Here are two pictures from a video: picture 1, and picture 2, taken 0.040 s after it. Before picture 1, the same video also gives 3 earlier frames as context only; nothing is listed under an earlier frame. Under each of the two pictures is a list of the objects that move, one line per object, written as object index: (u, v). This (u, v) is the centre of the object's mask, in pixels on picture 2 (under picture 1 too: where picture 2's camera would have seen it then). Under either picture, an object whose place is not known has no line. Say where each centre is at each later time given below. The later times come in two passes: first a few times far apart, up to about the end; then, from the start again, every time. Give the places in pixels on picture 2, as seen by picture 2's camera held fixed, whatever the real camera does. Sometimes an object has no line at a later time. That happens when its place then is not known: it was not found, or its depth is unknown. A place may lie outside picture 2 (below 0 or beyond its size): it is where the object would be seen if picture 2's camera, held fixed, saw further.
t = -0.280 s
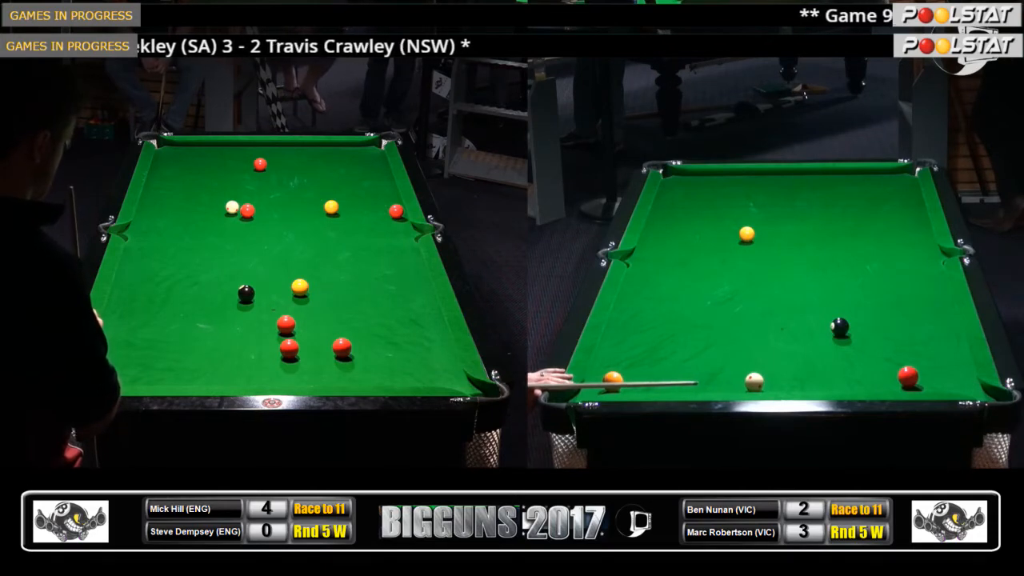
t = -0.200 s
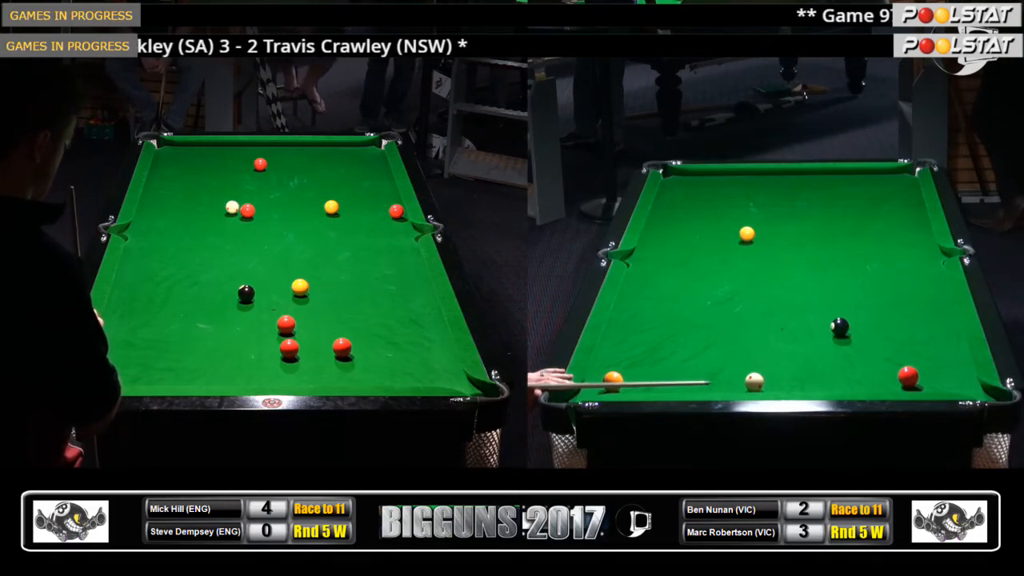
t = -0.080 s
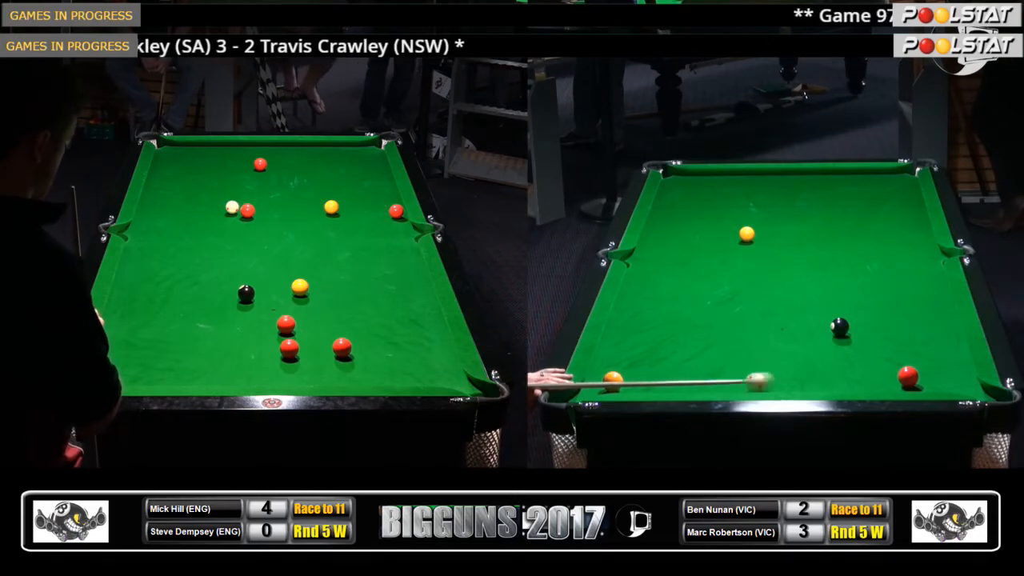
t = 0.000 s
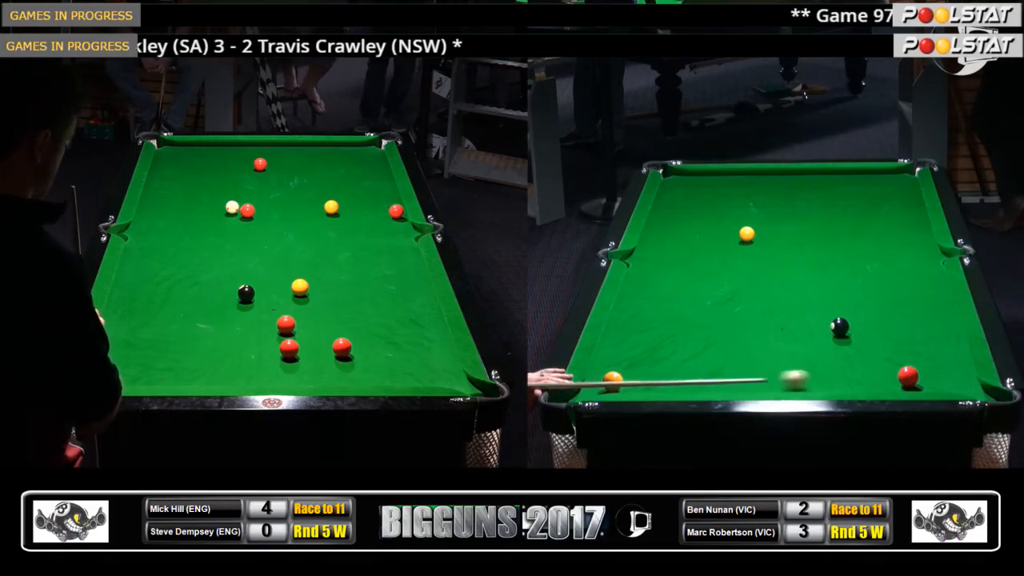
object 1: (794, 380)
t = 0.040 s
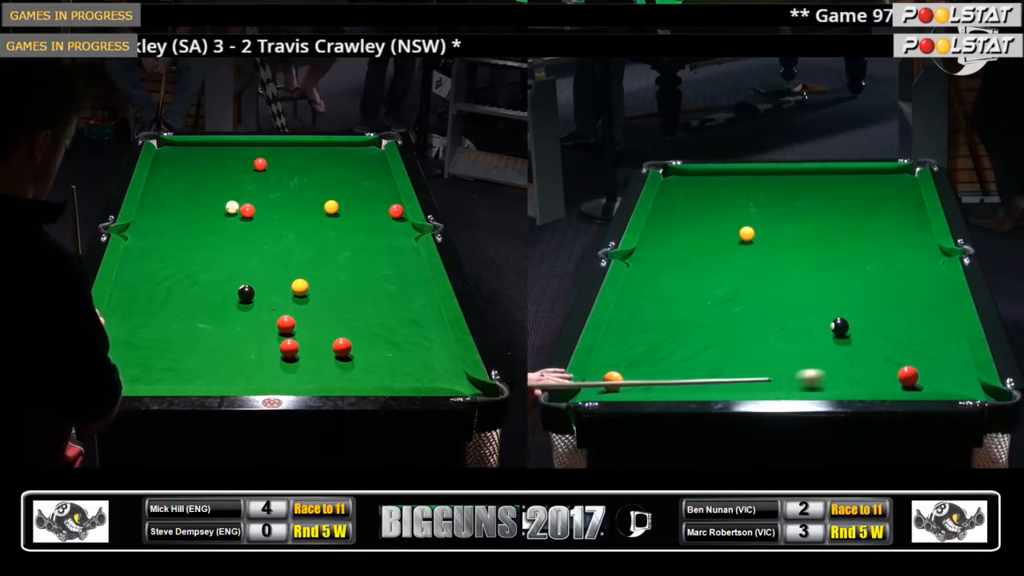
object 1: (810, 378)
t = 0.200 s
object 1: (871, 373)
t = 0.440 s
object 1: (917, 359)
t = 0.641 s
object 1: (945, 346)
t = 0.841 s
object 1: (944, 335)
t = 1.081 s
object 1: (921, 326)
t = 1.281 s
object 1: (904, 318)
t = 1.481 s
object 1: (889, 311)
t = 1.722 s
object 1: (873, 303)
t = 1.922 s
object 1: (862, 298)
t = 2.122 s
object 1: (852, 293)
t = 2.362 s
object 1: (841, 287)
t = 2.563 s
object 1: (834, 283)
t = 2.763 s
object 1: (827, 280)
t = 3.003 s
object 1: (820, 276)
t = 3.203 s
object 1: (816, 274)
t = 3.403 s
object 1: (812, 272)
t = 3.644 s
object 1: (809, 270)
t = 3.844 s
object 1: (807, 269)
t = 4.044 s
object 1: (807, 268)
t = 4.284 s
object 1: (806, 268)
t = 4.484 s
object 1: (806, 268)
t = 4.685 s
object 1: (806, 268)
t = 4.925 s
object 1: (806, 268)
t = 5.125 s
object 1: (806, 268)
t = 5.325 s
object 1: (806, 268)
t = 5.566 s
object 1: (806, 268)
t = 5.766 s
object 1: (806, 268)
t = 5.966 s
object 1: (806, 268)
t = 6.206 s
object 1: (806, 268)
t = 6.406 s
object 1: (806, 268)
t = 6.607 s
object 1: (806, 268)
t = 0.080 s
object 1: (826, 378)
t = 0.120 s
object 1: (841, 376)
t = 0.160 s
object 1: (856, 376)
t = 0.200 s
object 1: (871, 373)
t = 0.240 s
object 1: (885, 373)
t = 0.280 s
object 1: (894, 371)
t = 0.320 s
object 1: (899, 367)
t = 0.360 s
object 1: (905, 364)
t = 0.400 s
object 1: (911, 362)
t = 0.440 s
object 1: (917, 359)
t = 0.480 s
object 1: (923, 356)
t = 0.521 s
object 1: (928, 354)
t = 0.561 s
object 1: (934, 351)
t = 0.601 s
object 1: (939, 348)
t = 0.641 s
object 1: (945, 346)
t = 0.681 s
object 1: (950, 343)
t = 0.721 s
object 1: (955, 341)
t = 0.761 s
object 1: (952, 339)
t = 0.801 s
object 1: (947, 337)
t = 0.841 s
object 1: (944, 335)
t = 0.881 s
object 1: (940, 334)
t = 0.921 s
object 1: (936, 332)
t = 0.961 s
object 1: (932, 330)
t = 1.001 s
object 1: (928, 329)
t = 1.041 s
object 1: (925, 327)
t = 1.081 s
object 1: (921, 326)
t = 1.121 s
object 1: (918, 324)
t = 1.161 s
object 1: (914, 322)
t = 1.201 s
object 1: (911, 321)
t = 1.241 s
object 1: (907, 319)
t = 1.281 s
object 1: (904, 318)
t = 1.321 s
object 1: (901, 317)
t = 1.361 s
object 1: (898, 315)
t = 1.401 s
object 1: (895, 314)
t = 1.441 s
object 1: (892, 312)
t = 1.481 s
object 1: (889, 311)
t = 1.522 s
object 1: (886, 310)
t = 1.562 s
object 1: (883, 309)
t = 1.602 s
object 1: (881, 307)
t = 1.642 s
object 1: (878, 306)
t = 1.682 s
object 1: (876, 305)
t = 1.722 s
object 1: (873, 303)
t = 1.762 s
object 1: (871, 302)
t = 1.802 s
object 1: (868, 301)
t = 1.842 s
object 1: (866, 300)
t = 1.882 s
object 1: (864, 299)
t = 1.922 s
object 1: (862, 298)
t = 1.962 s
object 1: (859, 297)
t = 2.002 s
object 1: (857, 296)
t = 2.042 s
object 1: (856, 295)
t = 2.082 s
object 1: (853, 294)
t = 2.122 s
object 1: (852, 293)
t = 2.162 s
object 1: (850, 292)
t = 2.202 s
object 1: (848, 291)
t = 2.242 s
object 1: (846, 290)
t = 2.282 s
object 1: (845, 289)
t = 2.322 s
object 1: (843, 288)
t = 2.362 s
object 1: (841, 287)
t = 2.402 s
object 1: (840, 286)
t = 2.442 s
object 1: (838, 286)
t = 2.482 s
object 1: (837, 285)
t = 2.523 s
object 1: (835, 284)
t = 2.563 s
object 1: (834, 283)
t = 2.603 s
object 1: (832, 282)
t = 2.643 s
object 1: (831, 282)
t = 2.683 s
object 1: (830, 281)
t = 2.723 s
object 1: (828, 280)
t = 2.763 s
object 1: (827, 280)
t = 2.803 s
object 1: (826, 279)
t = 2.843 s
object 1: (825, 278)
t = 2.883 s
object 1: (824, 278)
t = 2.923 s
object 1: (822, 277)
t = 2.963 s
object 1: (821, 277)
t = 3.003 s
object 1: (820, 276)
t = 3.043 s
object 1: (819, 276)
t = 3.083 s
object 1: (818, 275)
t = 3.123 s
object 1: (818, 275)
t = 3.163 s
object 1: (817, 274)
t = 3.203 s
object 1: (816, 274)
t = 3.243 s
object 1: (815, 273)
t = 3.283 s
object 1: (814, 273)
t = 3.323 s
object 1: (814, 272)
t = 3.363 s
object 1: (813, 272)
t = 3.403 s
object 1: (812, 272)
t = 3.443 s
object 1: (812, 271)
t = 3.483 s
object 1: (811, 271)
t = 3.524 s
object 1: (811, 271)
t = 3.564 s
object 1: (810, 270)
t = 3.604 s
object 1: (810, 270)
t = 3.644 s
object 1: (809, 270)
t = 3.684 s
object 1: (809, 270)
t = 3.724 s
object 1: (808, 269)
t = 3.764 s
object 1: (808, 269)
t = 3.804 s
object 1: (808, 269)
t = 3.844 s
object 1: (807, 269)
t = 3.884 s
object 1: (807, 269)
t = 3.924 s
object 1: (807, 269)
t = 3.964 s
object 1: (807, 268)
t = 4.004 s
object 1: (807, 268)
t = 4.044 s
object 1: (807, 268)
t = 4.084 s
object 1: (806, 268)
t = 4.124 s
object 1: (806, 268)
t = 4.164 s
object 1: (806, 268)
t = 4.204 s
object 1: (806, 268)
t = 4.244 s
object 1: (806, 268)
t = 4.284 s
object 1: (806, 268)
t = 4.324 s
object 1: (806, 268)
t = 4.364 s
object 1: (806, 268)
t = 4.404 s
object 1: (806, 268)
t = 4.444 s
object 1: (806, 268)
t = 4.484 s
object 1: (806, 268)
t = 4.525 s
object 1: (806, 268)
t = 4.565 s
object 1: (806, 268)
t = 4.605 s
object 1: (806, 268)
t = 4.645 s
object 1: (806, 268)
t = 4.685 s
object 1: (806, 268)
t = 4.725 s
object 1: (806, 268)
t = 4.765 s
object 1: (806, 268)
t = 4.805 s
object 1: (806, 268)
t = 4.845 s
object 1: (806, 268)
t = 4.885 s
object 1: (806, 268)
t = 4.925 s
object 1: (806, 268)
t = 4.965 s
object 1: (806, 268)
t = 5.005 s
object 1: (806, 268)
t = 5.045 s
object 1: (806, 268)
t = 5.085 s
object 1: (806, 268)
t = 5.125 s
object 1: (806, 268)
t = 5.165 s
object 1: (806, 268)
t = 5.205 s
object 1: (806, 268)
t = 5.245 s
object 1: (806, 268)
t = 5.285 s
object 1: (806, 268)
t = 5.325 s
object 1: (806, 268)
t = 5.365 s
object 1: (806, 268)
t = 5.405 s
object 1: (806, 268)
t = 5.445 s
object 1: (806, 268)
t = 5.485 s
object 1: (806, 268)
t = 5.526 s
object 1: (806, 268)
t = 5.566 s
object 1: (806, 268)
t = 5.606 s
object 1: (806, 268)
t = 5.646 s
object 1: (806, 268)
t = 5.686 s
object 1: (806, 268)
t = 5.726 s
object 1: (806, 268)
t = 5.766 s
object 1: (806, 268)
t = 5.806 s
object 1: (806, 268)
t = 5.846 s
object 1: (806, 268)
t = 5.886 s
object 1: (806, 268)
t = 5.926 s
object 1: (806, 268)
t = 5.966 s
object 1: (806, 268)
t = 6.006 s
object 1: (806, 268)
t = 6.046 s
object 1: (806, 268)
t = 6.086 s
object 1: (806, 268)
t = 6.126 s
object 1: (806, 268)
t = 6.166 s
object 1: (806, 268)
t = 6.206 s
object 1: (806, 268)
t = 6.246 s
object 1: (806, 268)
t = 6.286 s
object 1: (806, 268)
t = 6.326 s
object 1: (806, 268)
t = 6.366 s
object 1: (806, 268)
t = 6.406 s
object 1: (806, 268)
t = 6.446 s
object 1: (806, 268)
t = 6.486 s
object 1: (806, 268)
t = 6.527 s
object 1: (806, 268)
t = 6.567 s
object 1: (806, 268)
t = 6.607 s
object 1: (806, 268)
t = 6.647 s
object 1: (806, 268)
